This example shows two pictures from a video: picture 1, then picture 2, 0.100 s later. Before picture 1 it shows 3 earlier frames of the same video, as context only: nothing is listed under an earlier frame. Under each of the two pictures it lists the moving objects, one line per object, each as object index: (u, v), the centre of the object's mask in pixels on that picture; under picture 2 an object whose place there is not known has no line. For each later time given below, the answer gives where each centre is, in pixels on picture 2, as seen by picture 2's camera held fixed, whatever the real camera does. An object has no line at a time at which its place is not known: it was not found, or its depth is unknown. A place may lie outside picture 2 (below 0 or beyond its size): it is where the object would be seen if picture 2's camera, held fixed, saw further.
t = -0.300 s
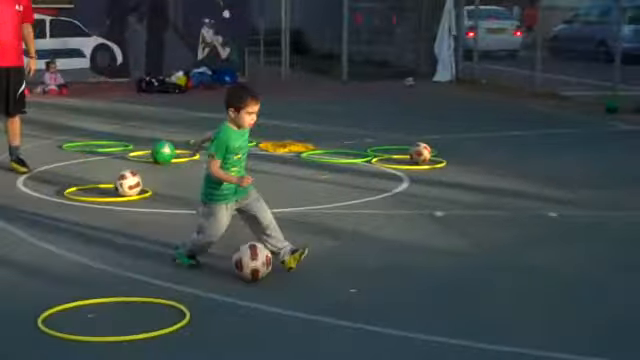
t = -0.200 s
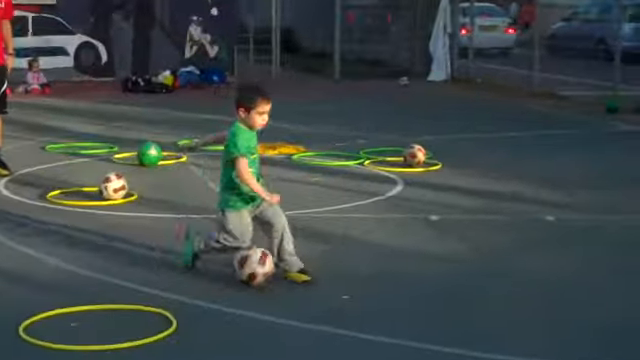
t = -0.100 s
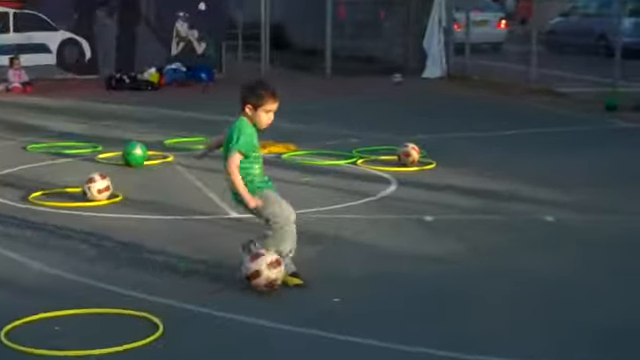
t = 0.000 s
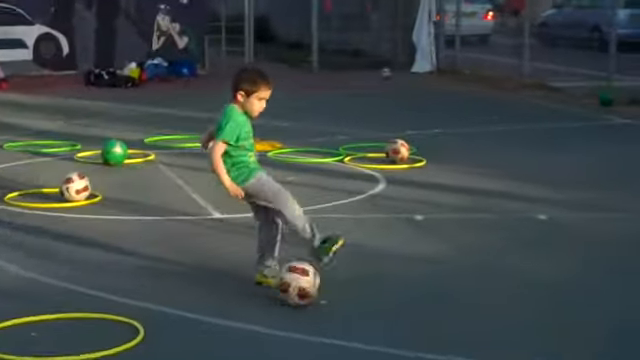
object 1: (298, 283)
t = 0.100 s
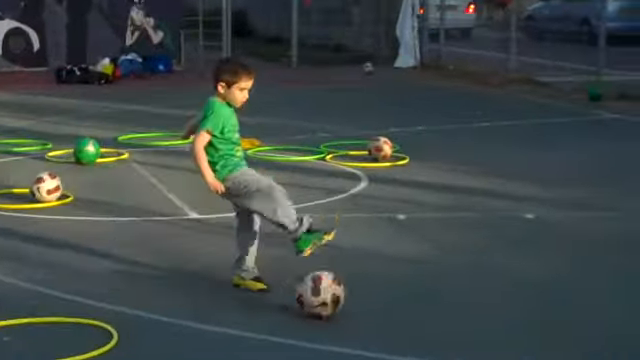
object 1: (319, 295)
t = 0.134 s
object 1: (336, 297)
